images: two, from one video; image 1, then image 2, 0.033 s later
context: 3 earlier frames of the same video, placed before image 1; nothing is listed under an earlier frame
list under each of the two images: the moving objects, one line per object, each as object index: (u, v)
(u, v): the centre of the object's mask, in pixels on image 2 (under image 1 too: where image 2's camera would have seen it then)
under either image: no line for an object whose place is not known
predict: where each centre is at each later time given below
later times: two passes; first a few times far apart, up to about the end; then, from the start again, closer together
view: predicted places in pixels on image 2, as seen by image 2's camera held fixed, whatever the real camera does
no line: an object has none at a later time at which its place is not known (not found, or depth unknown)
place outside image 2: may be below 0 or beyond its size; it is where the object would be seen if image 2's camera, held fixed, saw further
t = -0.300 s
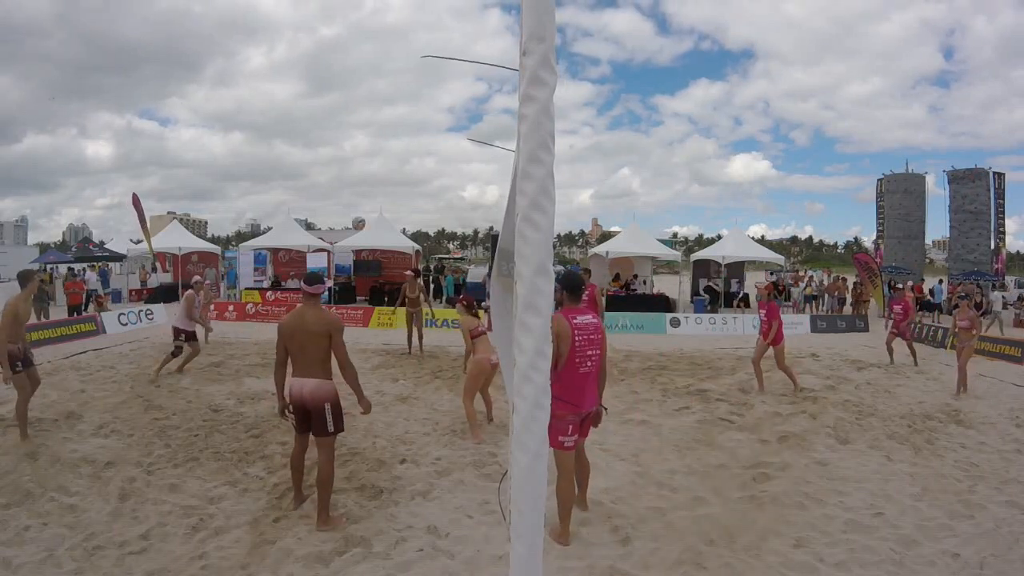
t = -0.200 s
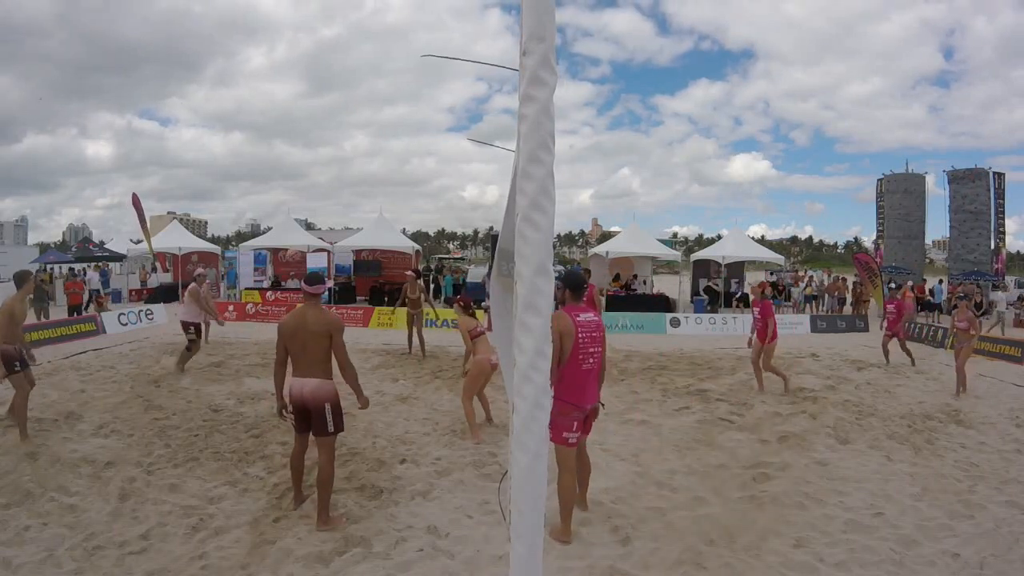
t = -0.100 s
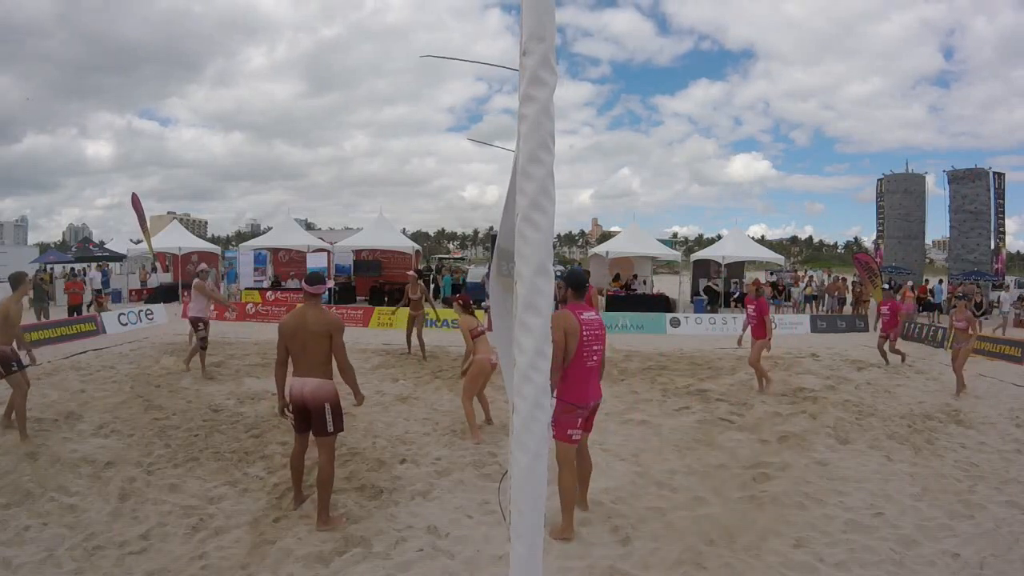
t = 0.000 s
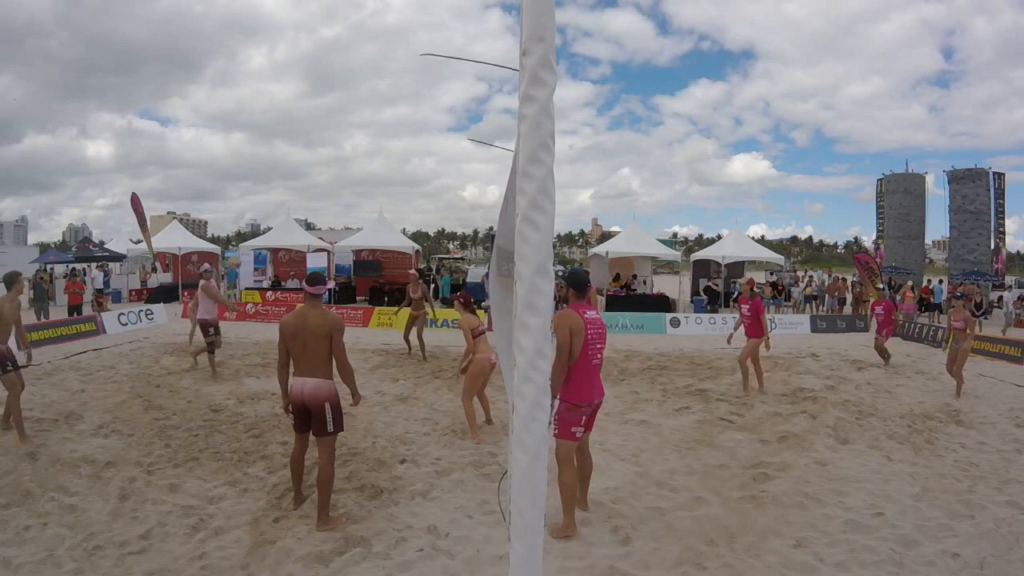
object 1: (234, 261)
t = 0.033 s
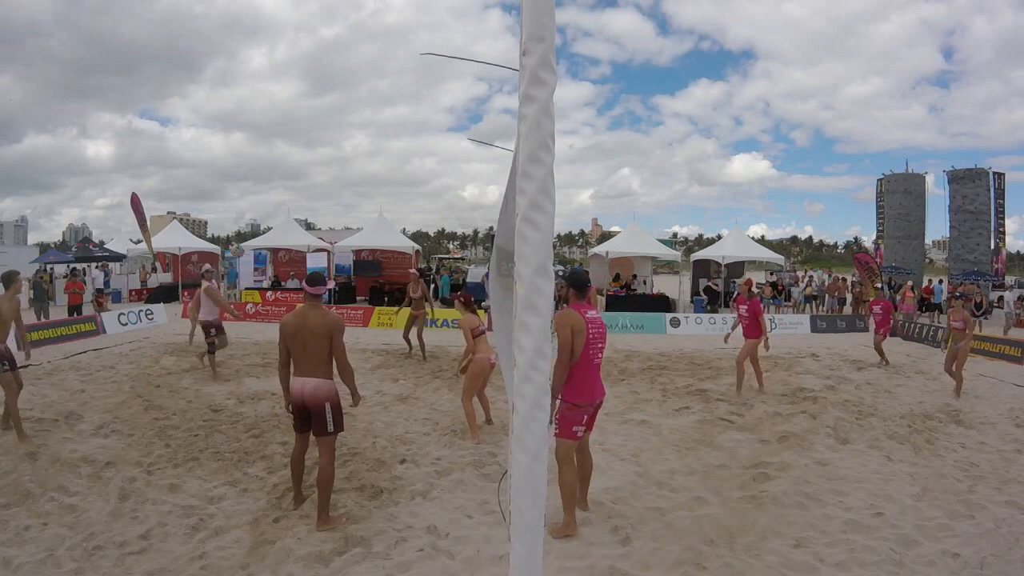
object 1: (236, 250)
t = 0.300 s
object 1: (265, 169)
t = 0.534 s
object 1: (291, 128)
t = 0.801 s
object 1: (319, 122)
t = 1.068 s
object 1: (351, 180)
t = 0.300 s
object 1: (265, 169)
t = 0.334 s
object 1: (269, 161)
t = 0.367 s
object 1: (273, 154)
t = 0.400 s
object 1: (276, 147)
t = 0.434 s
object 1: (280, 142)
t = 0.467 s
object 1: (283, 136)
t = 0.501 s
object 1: (287, 132)
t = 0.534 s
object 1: (291, 128)
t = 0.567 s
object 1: (294, 124)
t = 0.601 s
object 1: (298, 122)
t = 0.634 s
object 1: (301, 120)
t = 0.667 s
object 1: (305, 119)
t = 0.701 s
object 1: (308, 118)
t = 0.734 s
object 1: (312, 119)
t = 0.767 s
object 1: (315, 120)
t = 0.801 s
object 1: (319, 122)
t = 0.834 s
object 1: (322, 126)
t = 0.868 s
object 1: (326, 130)
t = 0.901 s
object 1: (330, 135)
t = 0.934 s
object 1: (334, 141)
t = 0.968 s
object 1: (338, 149)
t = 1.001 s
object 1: (342, 158)
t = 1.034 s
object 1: (347, 168)
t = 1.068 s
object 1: (351, 180)
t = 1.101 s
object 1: (356, 194)
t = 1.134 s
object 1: (361, 208)
